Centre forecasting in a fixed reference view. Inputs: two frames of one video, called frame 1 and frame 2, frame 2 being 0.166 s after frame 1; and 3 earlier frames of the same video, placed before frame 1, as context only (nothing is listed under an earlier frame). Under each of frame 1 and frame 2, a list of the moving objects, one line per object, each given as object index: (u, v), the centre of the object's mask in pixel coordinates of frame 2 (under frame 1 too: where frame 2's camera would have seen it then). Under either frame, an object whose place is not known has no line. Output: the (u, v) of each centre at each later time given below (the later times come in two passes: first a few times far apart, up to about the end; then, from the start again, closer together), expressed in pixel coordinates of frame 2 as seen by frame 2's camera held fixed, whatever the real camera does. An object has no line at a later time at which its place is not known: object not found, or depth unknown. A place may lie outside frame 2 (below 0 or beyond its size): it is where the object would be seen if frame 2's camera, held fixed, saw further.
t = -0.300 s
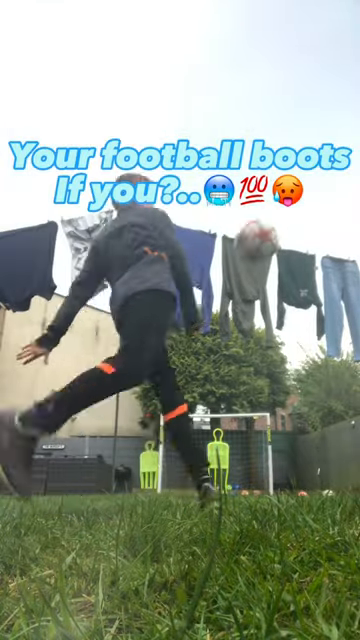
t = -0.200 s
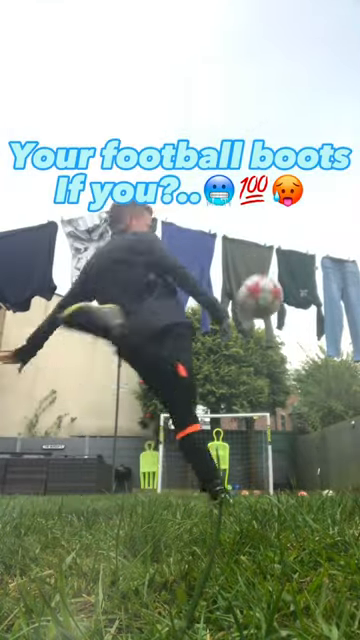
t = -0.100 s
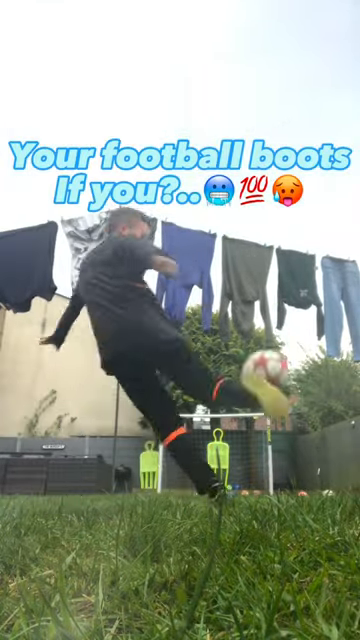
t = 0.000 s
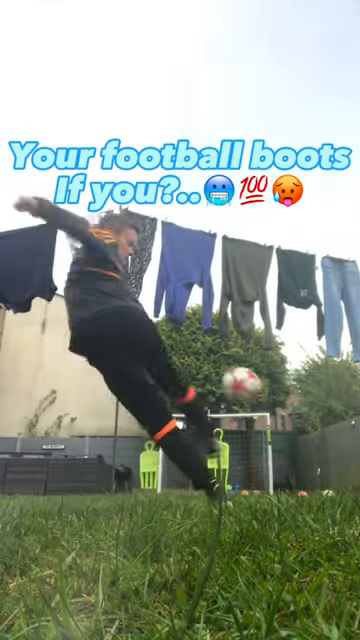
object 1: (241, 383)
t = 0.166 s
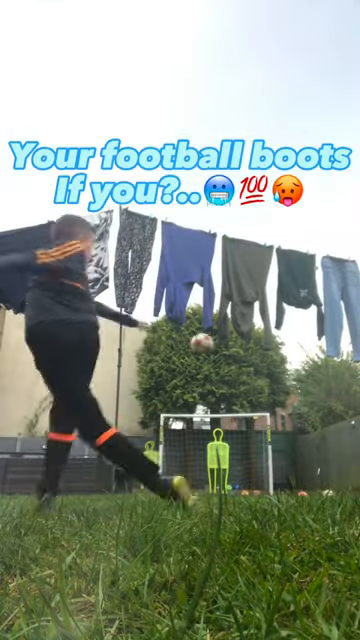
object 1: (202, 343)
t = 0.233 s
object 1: (194, 341)
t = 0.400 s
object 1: (182, 349)
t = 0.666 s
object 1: (173, 384)
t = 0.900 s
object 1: (169, 426)
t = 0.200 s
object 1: (198, 342)
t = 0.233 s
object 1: (194, 341)
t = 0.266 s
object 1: (191, 342)
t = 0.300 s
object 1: (188, 343)
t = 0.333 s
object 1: (186, 344)
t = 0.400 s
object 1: (182, 349)
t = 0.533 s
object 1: (177, 364)
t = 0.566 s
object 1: (176, 369)
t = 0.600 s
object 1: (175, 373)
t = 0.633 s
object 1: (174, 379)
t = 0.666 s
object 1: (173, 384)
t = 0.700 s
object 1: (173, 388)
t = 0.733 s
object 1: (172, 395)
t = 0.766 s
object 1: (172, 401)
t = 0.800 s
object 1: (171, 407)
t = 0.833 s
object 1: (171, 412)
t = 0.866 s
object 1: (170, 420)
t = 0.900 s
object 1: (169, 426)
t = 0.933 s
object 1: (169, 434)
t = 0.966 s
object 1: (169, 440)
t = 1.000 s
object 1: (168, 446)
